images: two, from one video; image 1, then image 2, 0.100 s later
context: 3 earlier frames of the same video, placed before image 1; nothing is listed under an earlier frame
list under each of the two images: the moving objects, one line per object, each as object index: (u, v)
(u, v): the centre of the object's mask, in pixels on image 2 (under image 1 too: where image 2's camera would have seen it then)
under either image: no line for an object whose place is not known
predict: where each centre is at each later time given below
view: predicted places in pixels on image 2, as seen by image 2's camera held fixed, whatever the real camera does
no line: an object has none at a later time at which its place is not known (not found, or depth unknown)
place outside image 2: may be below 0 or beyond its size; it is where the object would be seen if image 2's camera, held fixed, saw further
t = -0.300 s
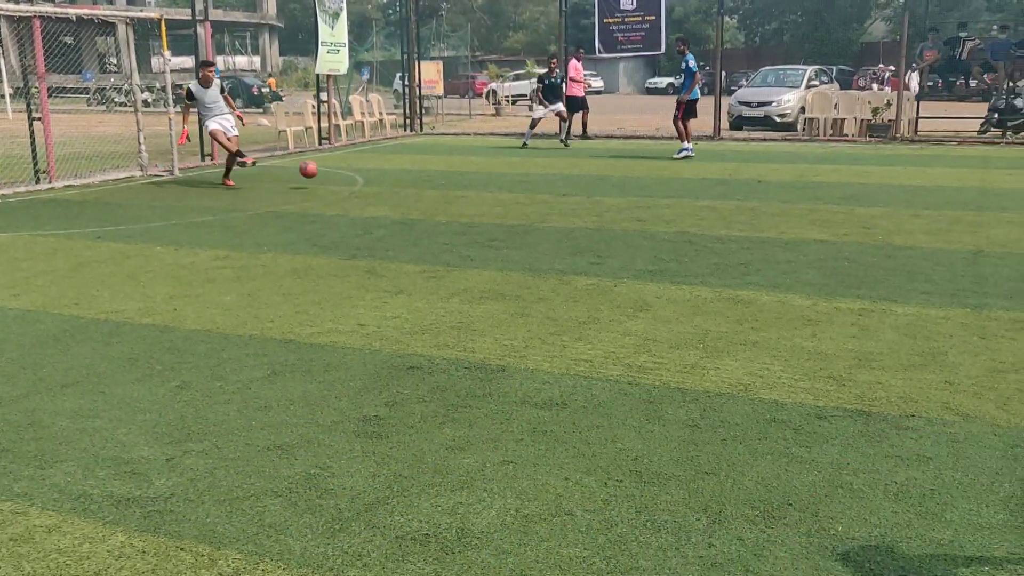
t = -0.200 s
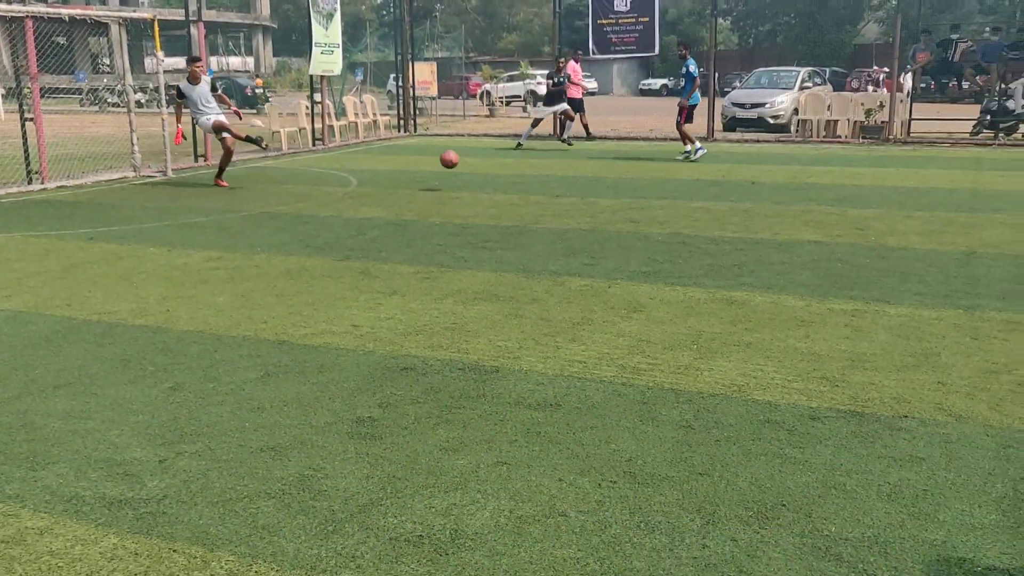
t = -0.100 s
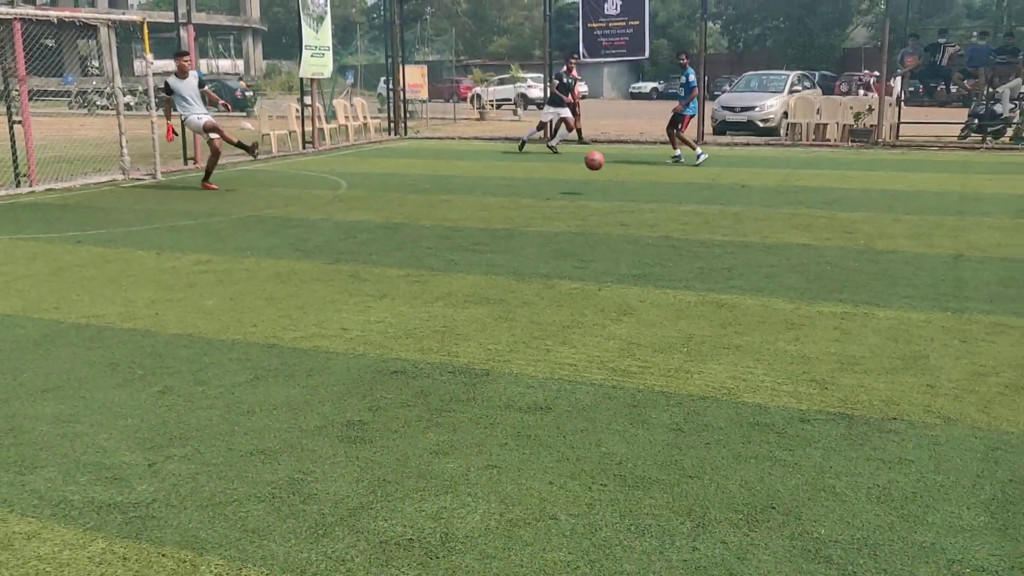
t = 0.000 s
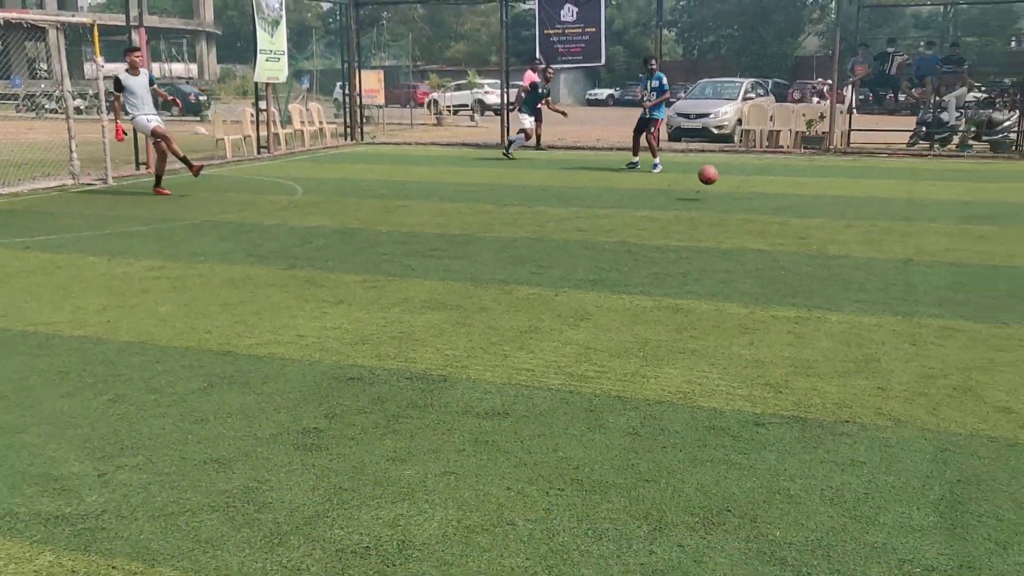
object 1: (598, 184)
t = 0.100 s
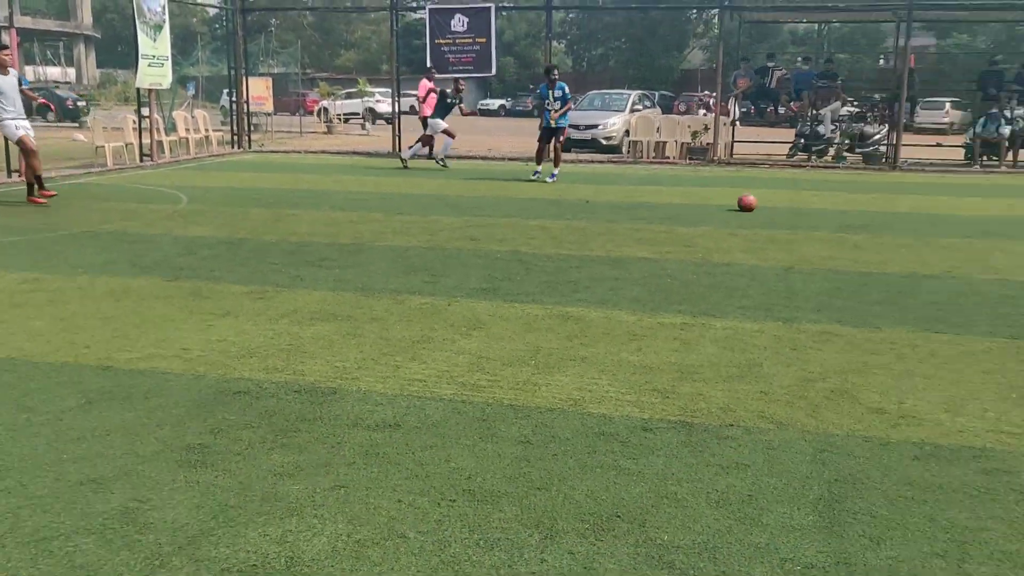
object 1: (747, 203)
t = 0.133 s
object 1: (788, 197)
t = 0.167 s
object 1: (827, 194)
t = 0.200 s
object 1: (864, 192)
